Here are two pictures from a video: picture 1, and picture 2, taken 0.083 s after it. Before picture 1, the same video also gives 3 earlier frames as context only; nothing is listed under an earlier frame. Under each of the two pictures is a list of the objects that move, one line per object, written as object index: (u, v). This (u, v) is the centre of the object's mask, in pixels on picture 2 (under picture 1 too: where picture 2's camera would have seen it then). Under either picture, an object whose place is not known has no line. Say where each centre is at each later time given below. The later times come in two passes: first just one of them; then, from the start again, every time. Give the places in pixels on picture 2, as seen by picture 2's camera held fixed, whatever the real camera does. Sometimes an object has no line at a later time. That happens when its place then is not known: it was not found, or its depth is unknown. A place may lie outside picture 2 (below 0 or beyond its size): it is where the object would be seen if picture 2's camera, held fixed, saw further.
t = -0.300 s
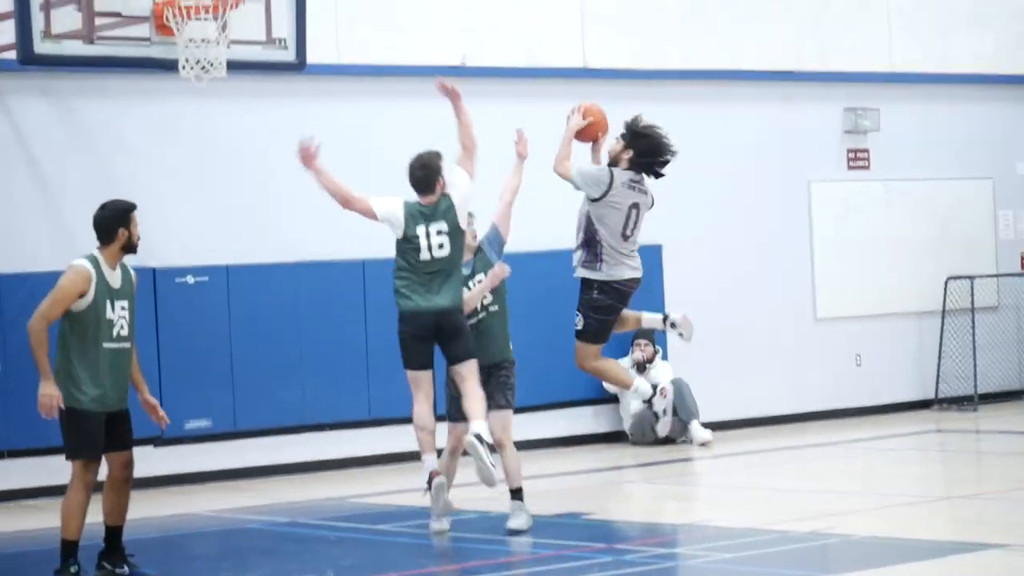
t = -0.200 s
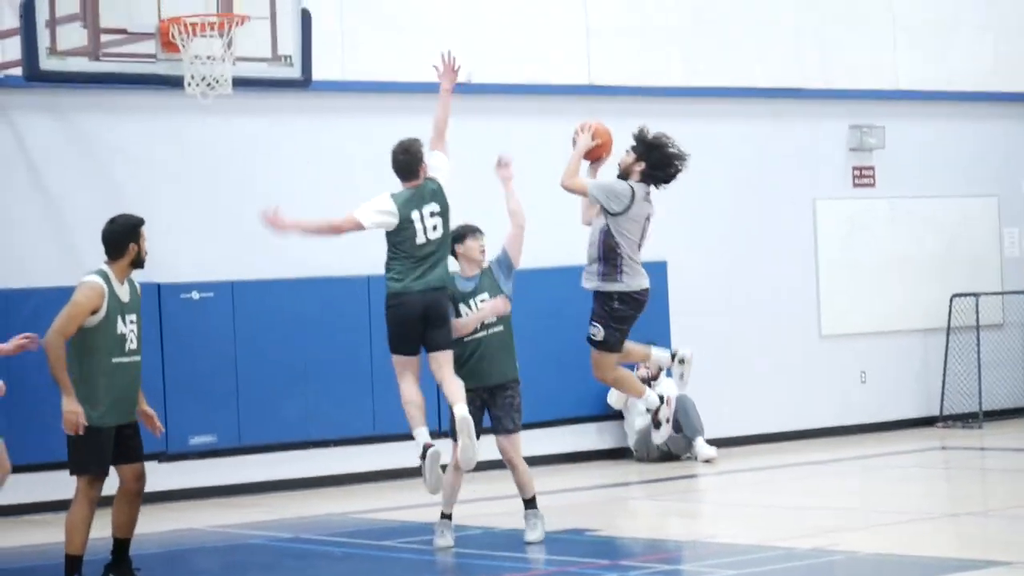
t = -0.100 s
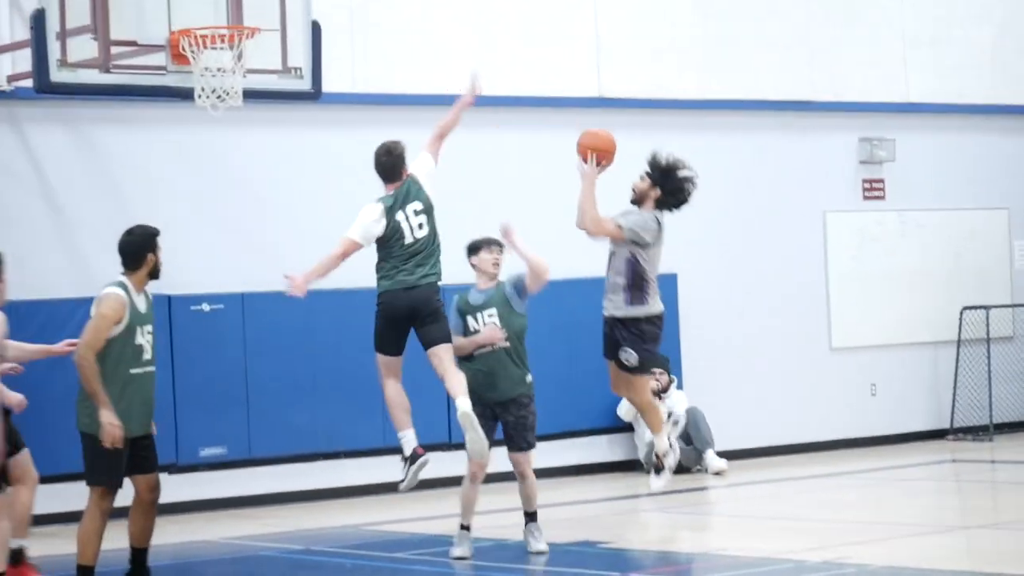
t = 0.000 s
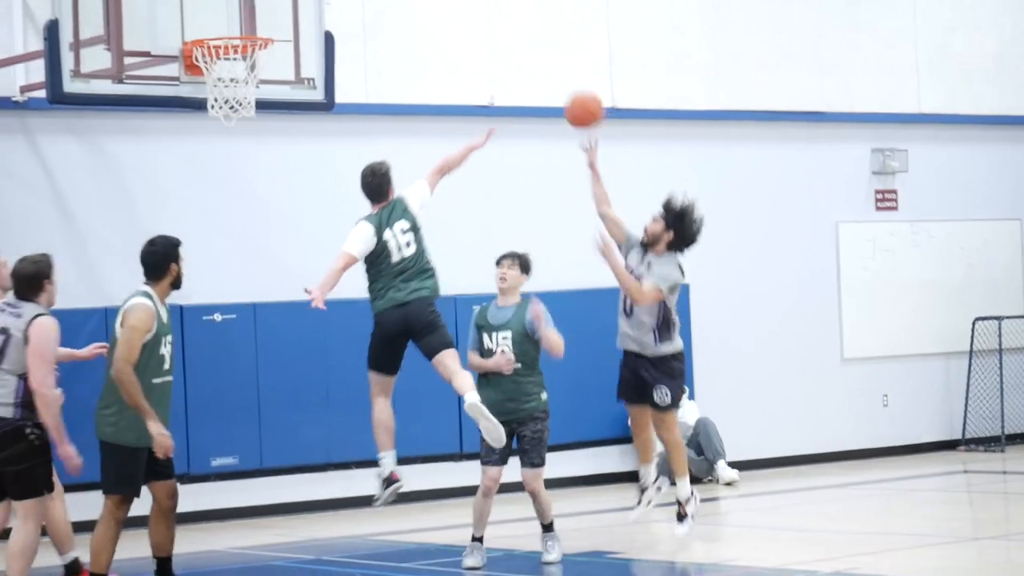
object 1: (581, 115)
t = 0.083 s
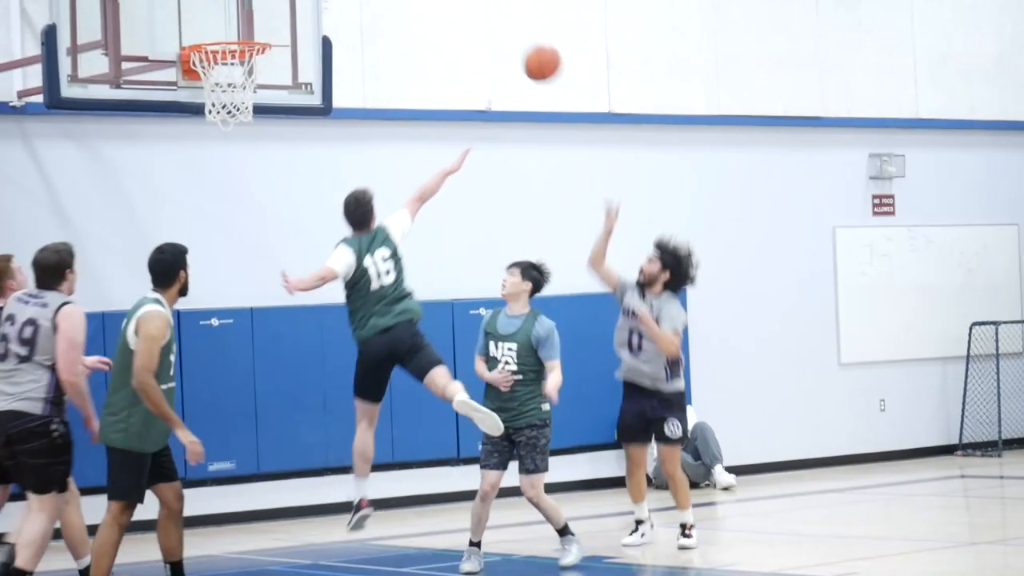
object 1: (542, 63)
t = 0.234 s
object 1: (471, 2)
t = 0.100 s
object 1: (534, 54)
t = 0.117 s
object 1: (526, 45)
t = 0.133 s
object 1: (518, 37)
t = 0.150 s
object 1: (510, 28)
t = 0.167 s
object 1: (503, 21)
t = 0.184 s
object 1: (495, 15)
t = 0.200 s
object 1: (487, 9)
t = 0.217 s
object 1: (479, 5)
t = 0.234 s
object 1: (471, 2)
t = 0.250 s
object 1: (464, -1)
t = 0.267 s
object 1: (456, -4)
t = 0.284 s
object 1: (448, -7)
